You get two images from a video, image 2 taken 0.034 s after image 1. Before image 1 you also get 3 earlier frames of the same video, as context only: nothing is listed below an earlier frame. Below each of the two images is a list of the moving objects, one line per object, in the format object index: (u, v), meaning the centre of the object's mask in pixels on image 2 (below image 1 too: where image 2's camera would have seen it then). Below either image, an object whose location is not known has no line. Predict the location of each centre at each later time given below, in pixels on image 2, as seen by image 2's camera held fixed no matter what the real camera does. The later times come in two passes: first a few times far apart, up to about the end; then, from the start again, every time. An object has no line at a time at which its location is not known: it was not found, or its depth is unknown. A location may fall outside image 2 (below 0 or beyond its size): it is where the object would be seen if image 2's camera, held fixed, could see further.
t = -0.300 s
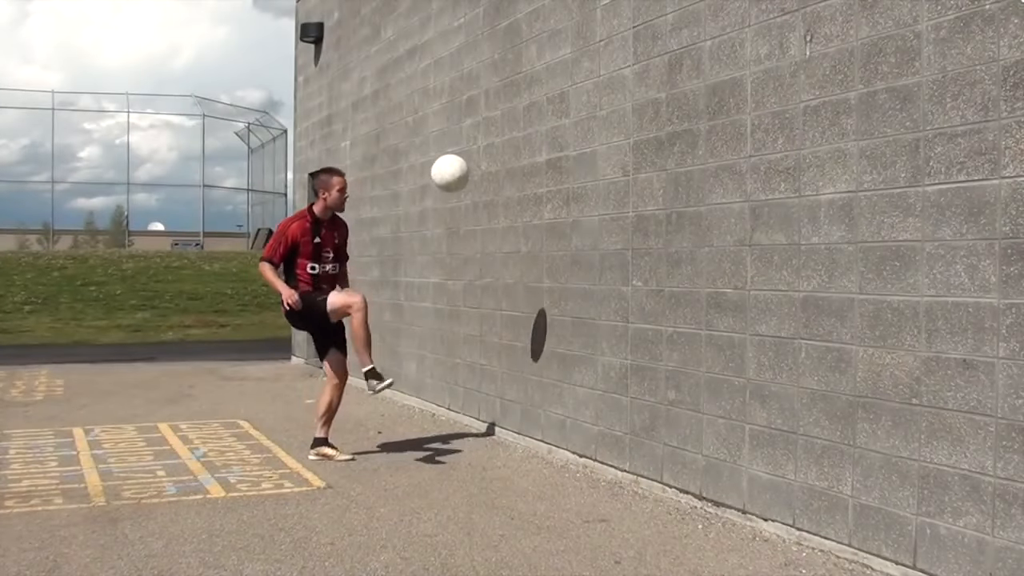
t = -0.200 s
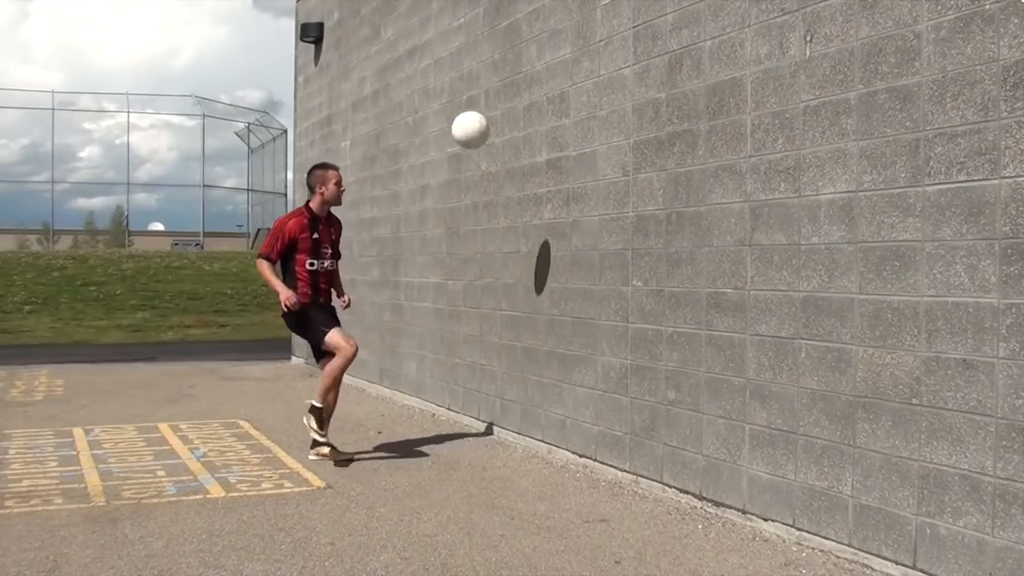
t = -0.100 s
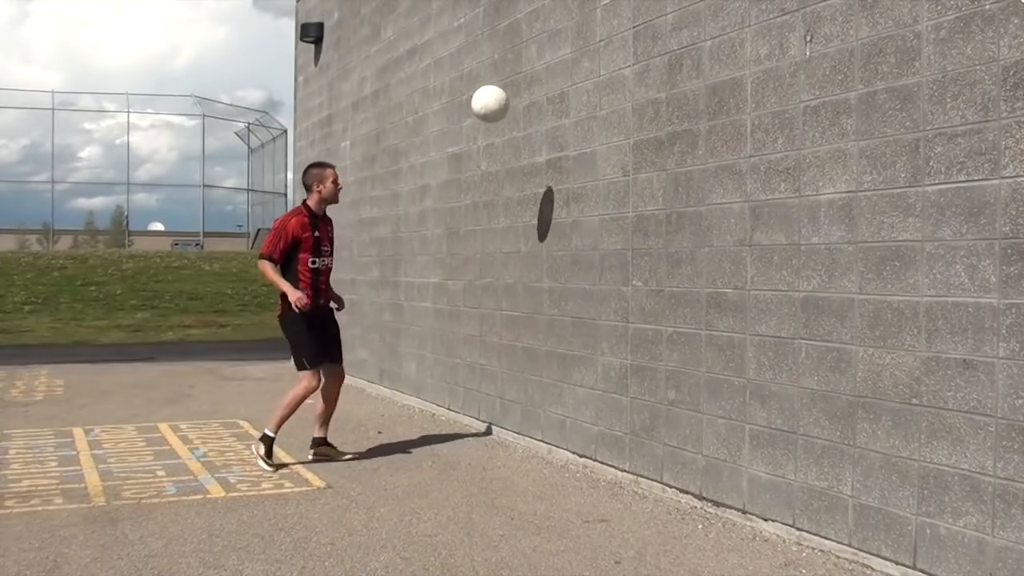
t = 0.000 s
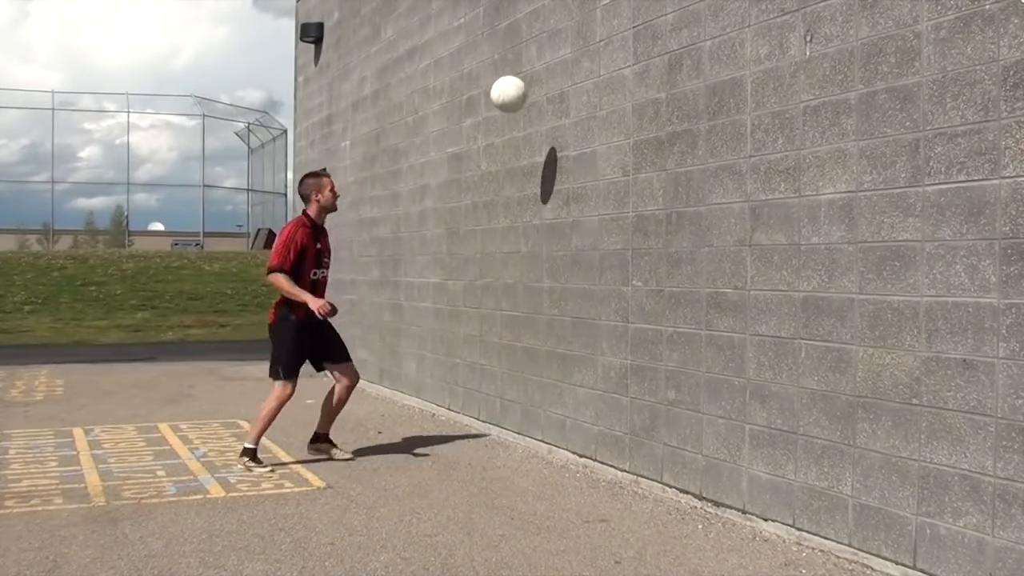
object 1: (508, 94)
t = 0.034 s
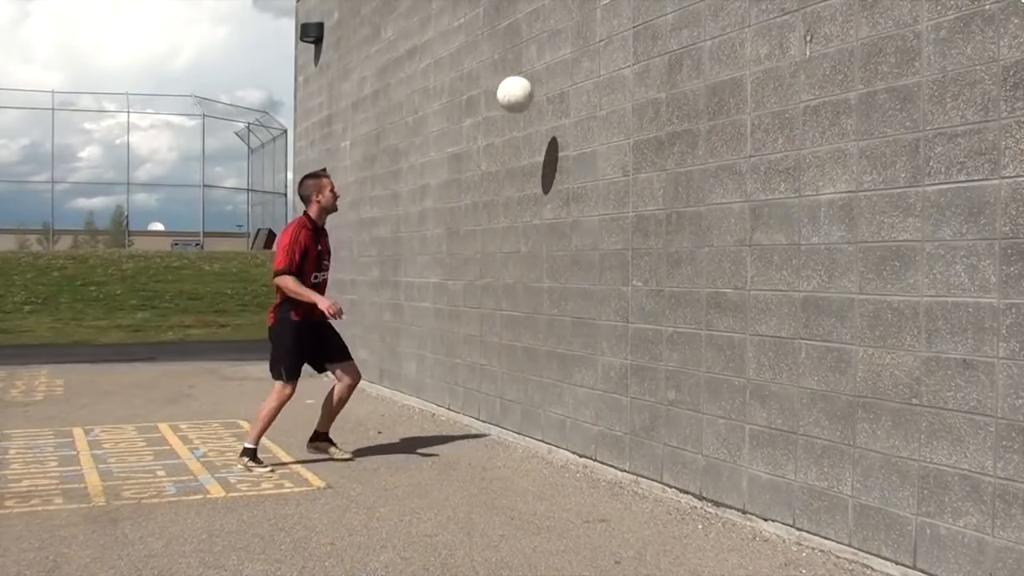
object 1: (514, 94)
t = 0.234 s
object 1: (534, 126)
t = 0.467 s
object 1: (487, 219)
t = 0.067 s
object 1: (520, 96)
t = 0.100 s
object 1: (526, 100)
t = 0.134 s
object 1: (533, 105)
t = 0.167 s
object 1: (539, 113)
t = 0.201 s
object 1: (541, 120)
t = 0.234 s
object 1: (534, 126)
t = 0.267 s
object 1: (527, 135)
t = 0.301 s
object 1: (521, 144)
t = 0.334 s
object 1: (514, 155)
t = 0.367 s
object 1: (507, 168)
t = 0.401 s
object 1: (500, 184)
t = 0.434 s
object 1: (494, 201)
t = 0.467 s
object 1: (487, 219)
